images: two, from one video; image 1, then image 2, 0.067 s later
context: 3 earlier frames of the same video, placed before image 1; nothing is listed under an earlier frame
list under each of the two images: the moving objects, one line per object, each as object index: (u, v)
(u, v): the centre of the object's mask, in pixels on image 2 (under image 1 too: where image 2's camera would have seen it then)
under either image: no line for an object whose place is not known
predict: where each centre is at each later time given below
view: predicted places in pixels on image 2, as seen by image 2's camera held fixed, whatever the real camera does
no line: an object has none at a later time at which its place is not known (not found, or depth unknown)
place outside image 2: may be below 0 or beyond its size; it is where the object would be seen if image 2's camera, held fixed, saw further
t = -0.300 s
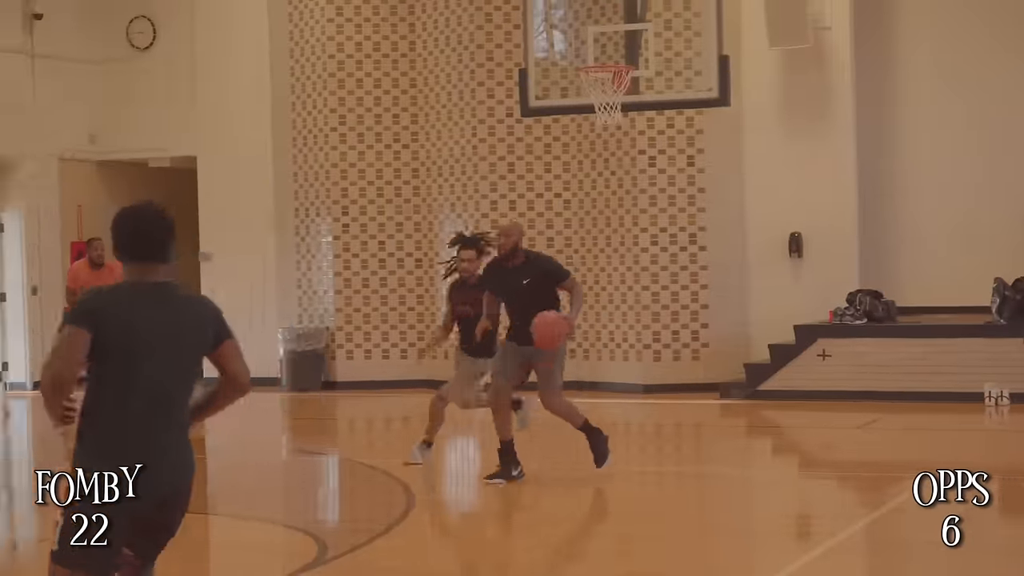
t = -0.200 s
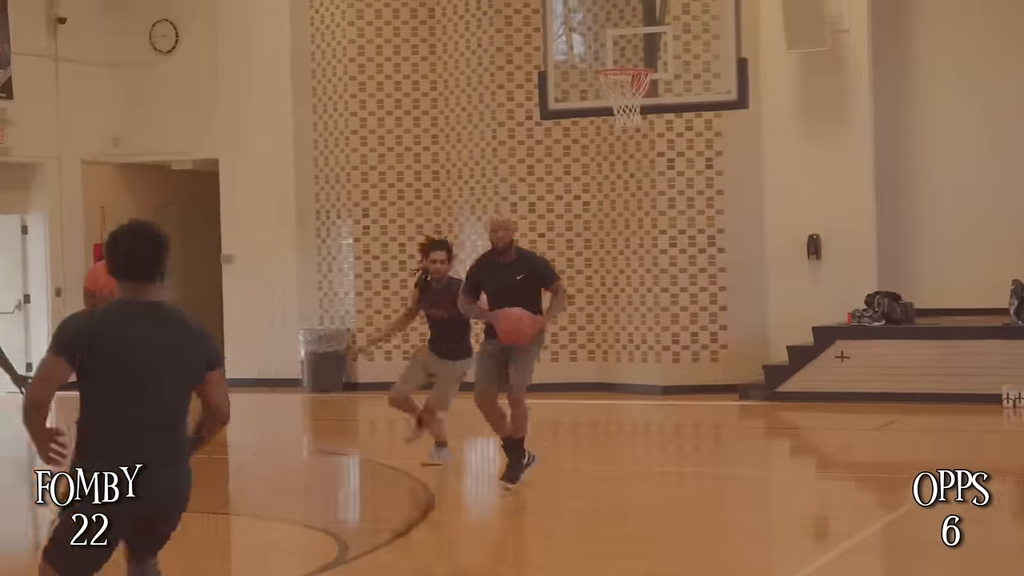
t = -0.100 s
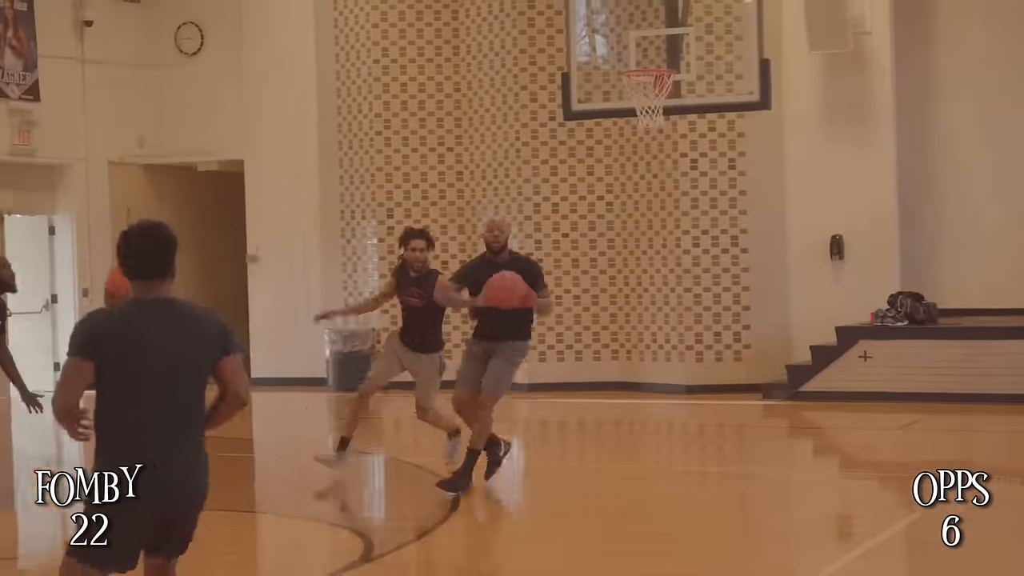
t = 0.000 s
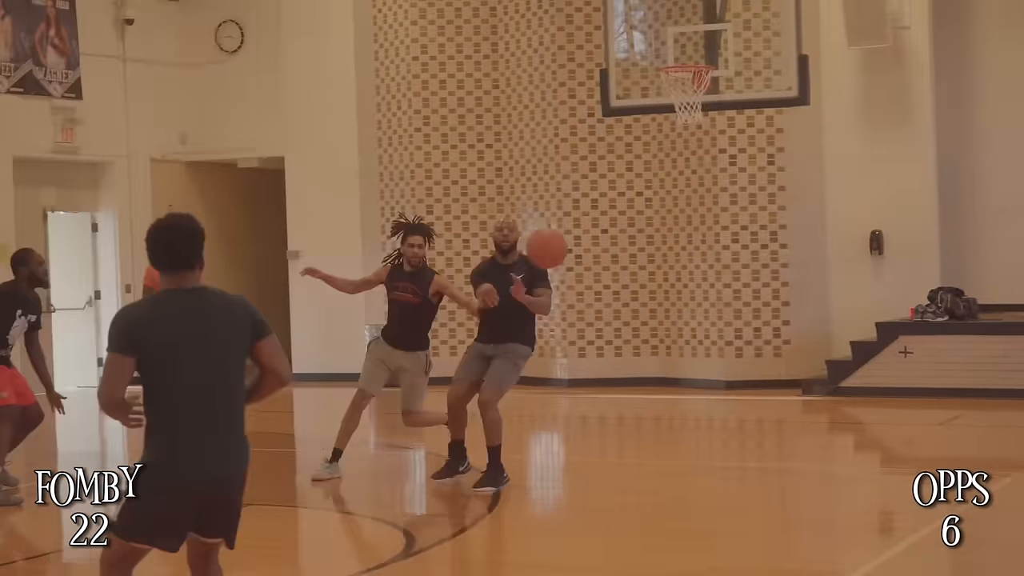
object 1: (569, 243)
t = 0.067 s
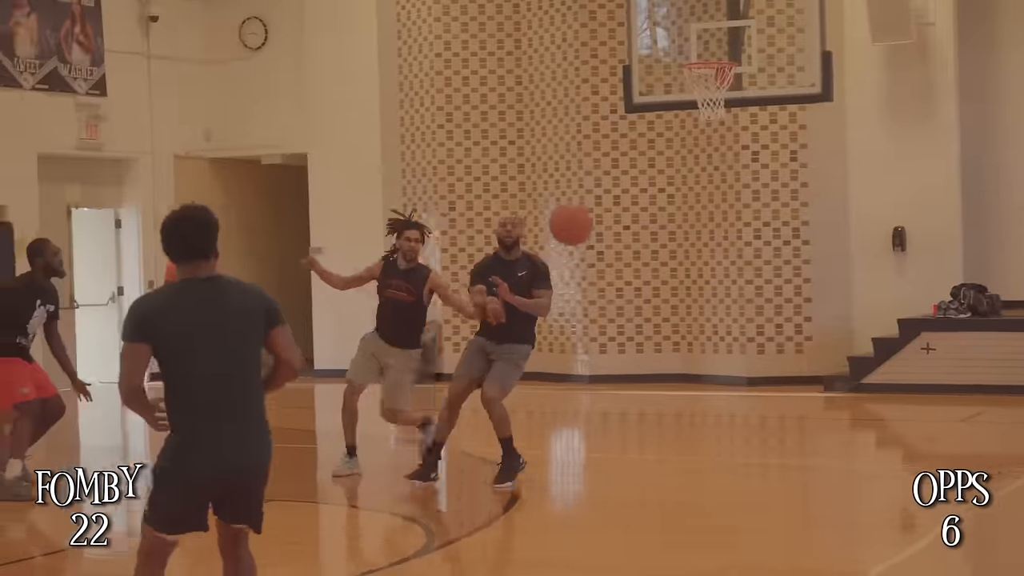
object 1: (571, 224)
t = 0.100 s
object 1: (573, 215)
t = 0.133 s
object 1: (575, 209)
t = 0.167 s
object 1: (577, 205)
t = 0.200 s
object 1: (580, 201)
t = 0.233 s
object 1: (582, 200)
